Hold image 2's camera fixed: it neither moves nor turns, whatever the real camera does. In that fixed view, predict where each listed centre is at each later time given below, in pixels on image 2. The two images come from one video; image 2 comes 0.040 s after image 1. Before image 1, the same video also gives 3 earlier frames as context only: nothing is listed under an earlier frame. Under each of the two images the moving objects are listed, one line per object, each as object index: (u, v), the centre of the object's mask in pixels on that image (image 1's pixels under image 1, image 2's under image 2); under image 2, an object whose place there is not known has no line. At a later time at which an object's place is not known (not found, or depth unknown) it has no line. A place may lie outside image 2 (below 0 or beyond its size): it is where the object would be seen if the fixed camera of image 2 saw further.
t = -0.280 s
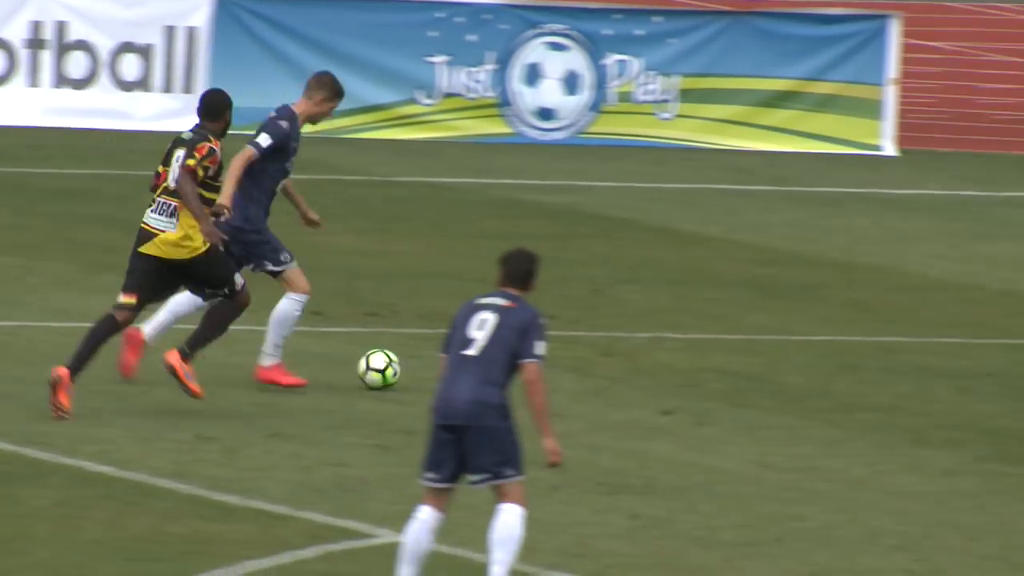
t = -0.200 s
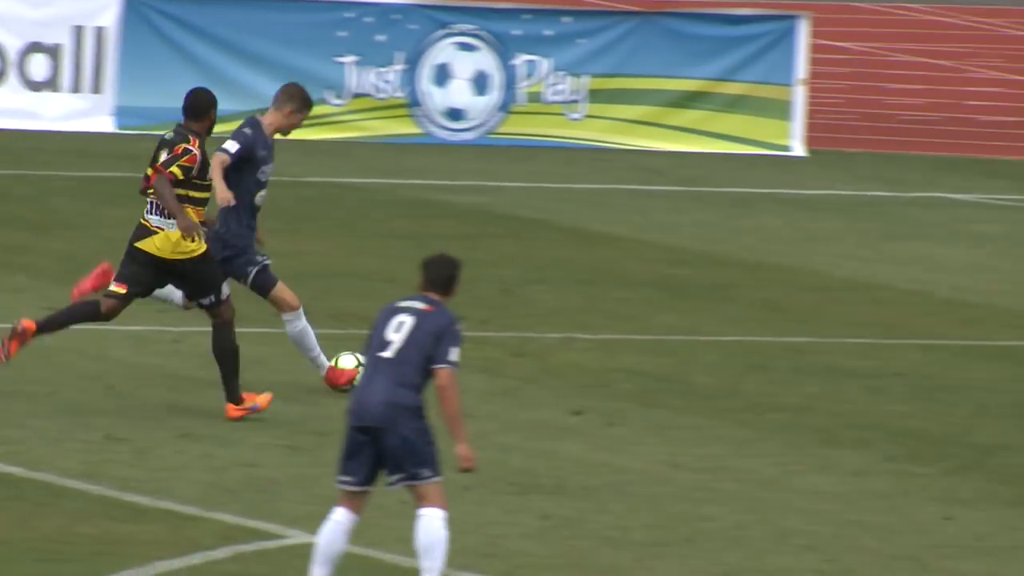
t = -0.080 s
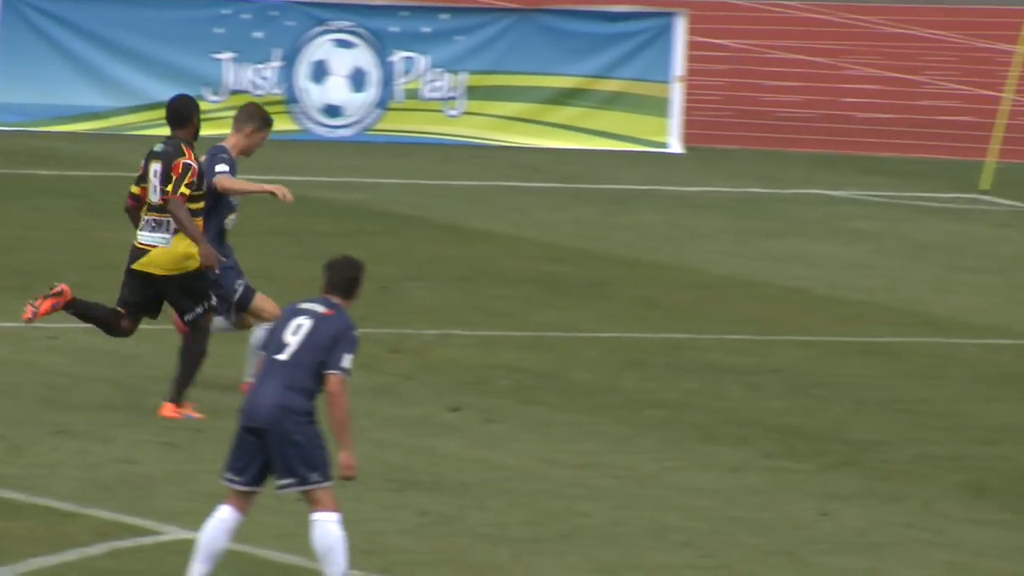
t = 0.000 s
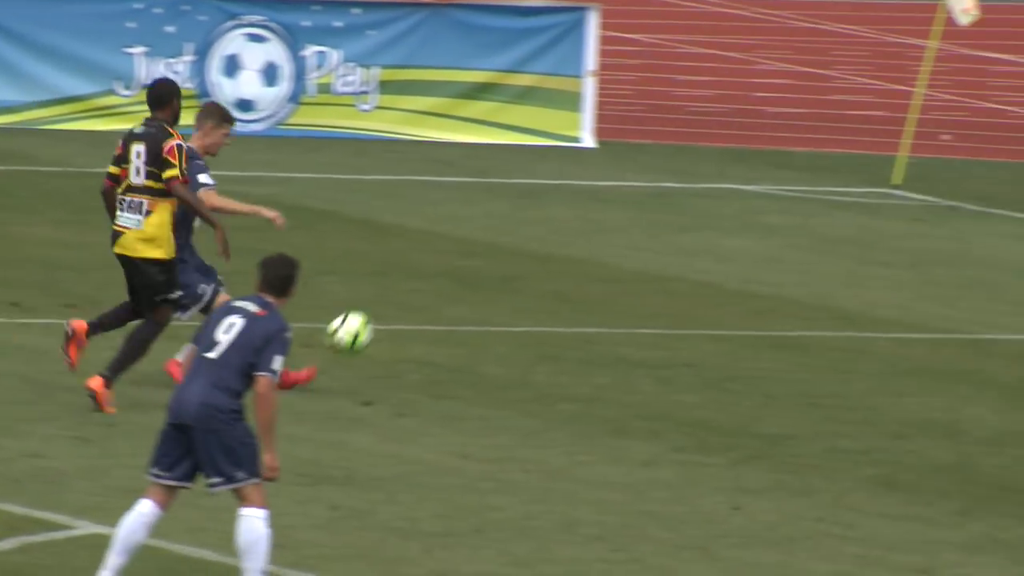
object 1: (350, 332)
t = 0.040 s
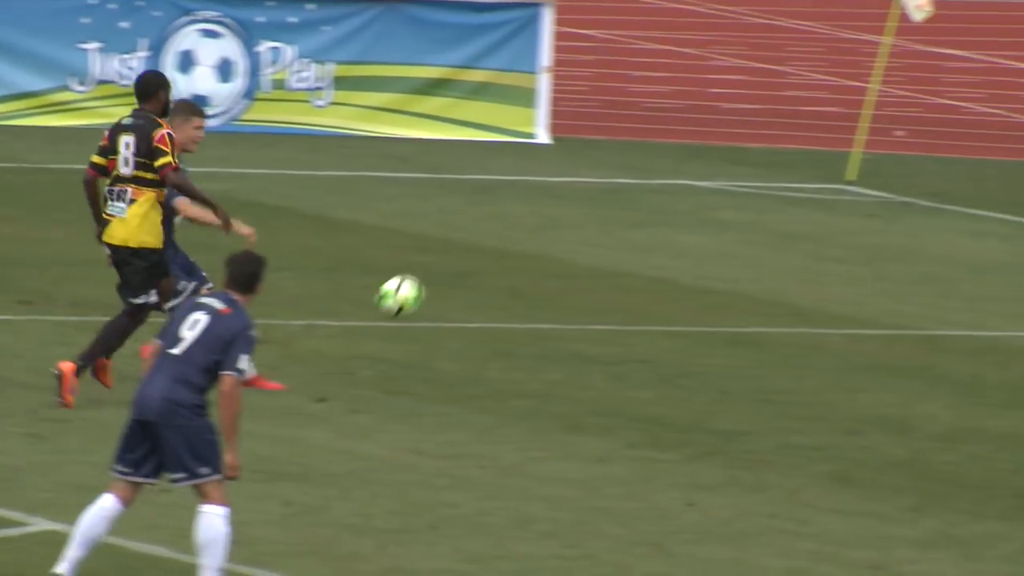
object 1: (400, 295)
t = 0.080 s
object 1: (493, 267)
